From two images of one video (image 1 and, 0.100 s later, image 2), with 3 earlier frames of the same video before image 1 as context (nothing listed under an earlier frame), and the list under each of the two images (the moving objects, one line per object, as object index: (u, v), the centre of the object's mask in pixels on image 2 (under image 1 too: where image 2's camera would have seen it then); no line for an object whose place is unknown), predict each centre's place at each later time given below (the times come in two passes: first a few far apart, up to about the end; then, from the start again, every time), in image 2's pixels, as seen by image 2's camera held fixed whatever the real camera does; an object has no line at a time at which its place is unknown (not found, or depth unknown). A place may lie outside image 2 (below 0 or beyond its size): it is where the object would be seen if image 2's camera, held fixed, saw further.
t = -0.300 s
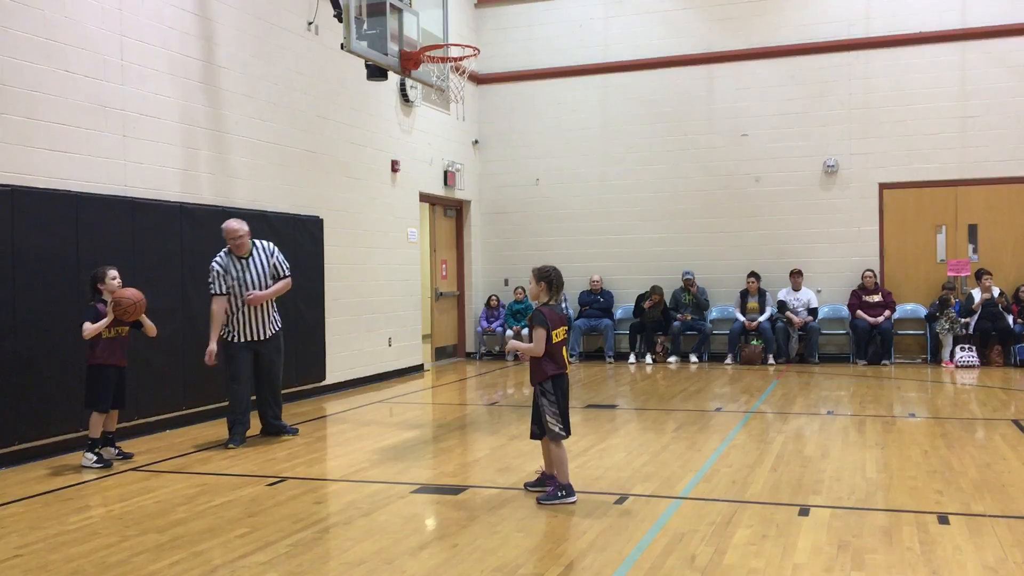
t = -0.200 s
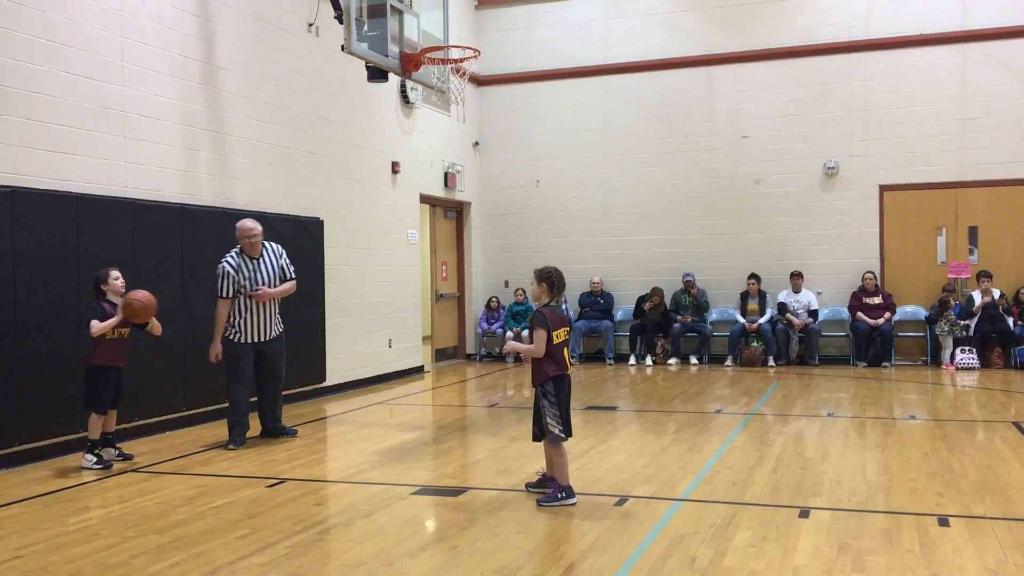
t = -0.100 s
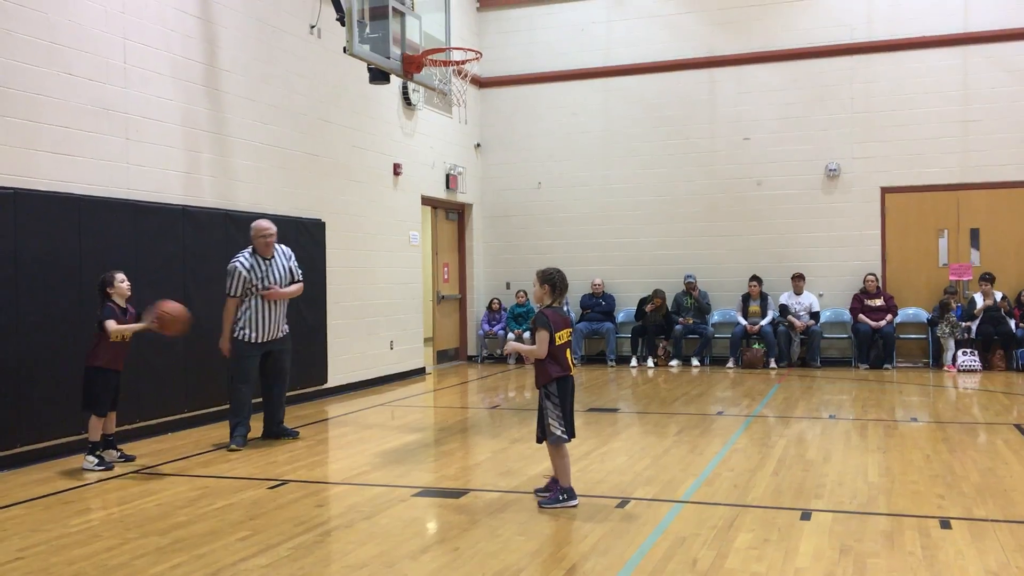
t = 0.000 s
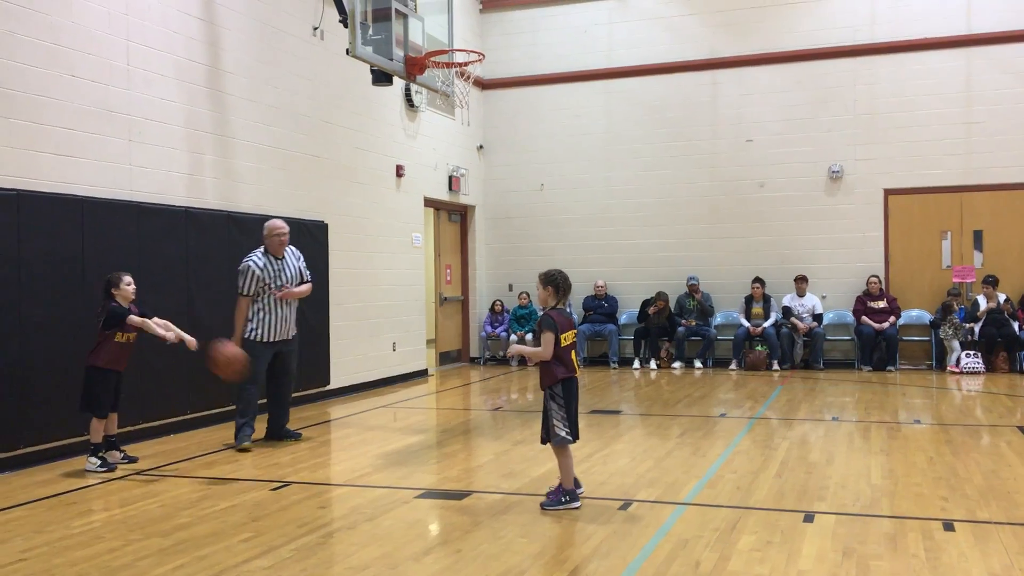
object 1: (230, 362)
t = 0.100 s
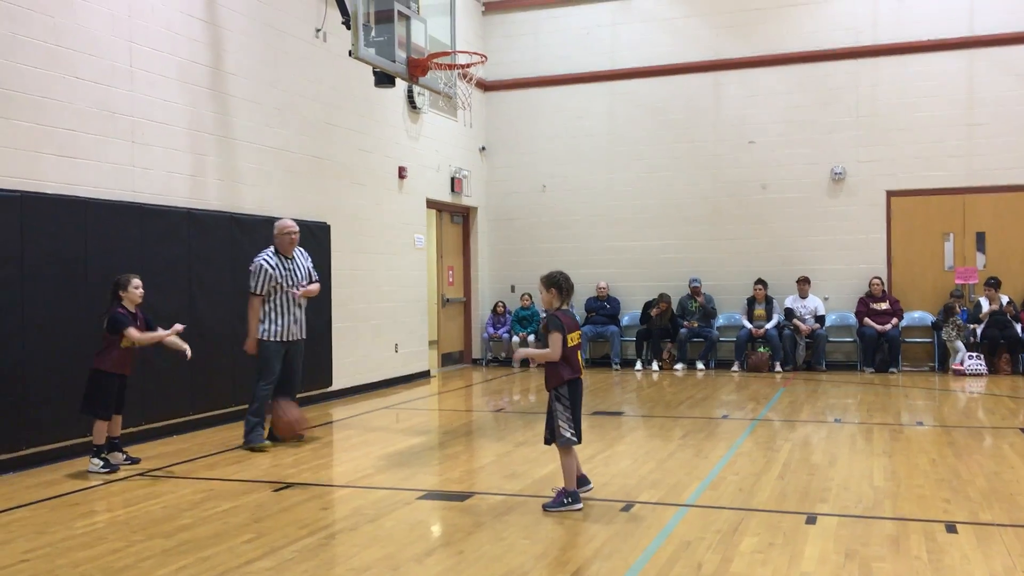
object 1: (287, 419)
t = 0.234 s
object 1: (350, 434)
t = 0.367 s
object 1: (393, 380)
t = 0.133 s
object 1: (311, 451)
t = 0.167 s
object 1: (328, 470)
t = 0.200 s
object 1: (339, 452)
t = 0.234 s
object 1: (350, 434)
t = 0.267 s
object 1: (361, 418)
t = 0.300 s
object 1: (371, 404)
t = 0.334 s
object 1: (382, 391)
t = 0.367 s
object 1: (393, 380)
